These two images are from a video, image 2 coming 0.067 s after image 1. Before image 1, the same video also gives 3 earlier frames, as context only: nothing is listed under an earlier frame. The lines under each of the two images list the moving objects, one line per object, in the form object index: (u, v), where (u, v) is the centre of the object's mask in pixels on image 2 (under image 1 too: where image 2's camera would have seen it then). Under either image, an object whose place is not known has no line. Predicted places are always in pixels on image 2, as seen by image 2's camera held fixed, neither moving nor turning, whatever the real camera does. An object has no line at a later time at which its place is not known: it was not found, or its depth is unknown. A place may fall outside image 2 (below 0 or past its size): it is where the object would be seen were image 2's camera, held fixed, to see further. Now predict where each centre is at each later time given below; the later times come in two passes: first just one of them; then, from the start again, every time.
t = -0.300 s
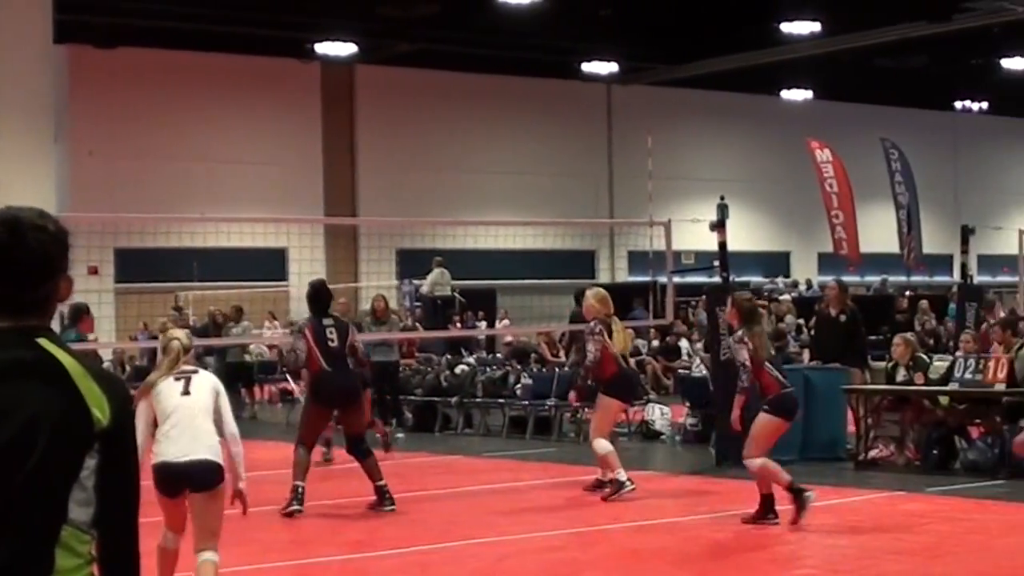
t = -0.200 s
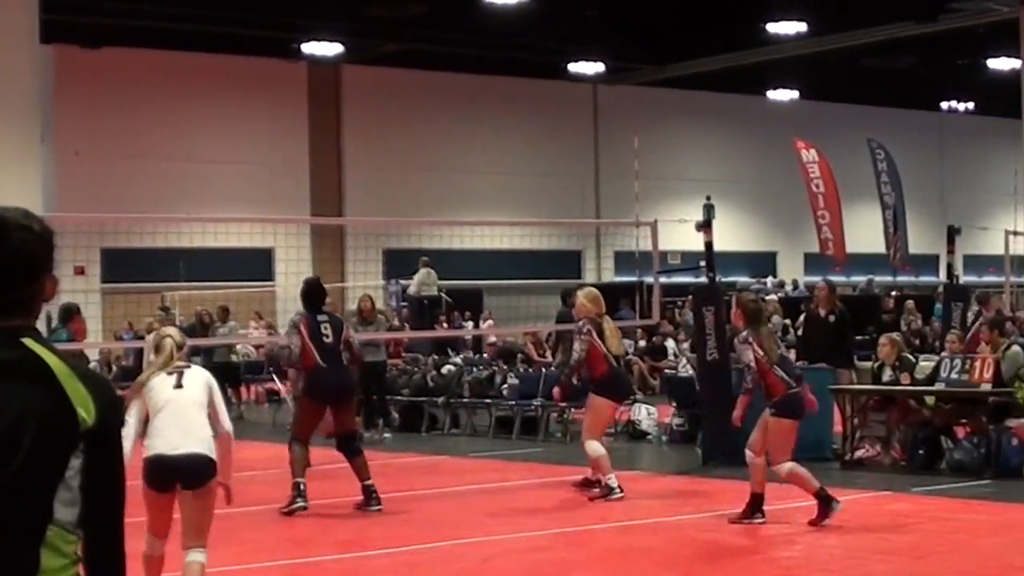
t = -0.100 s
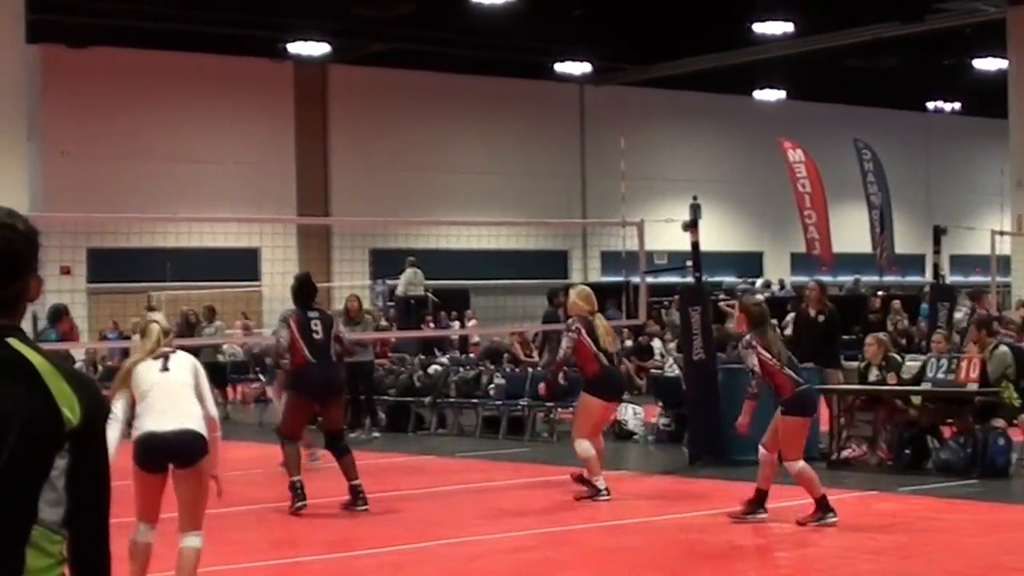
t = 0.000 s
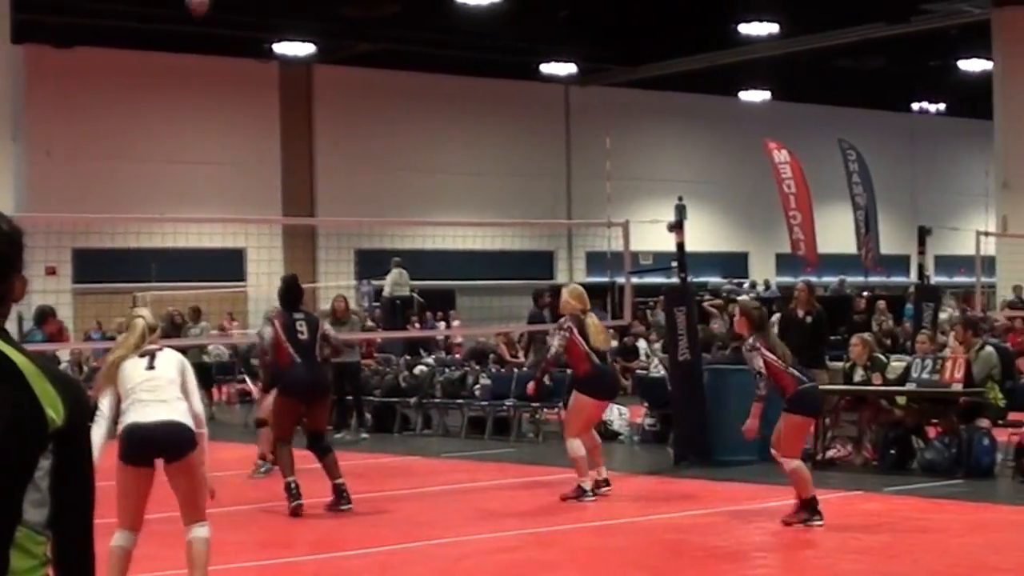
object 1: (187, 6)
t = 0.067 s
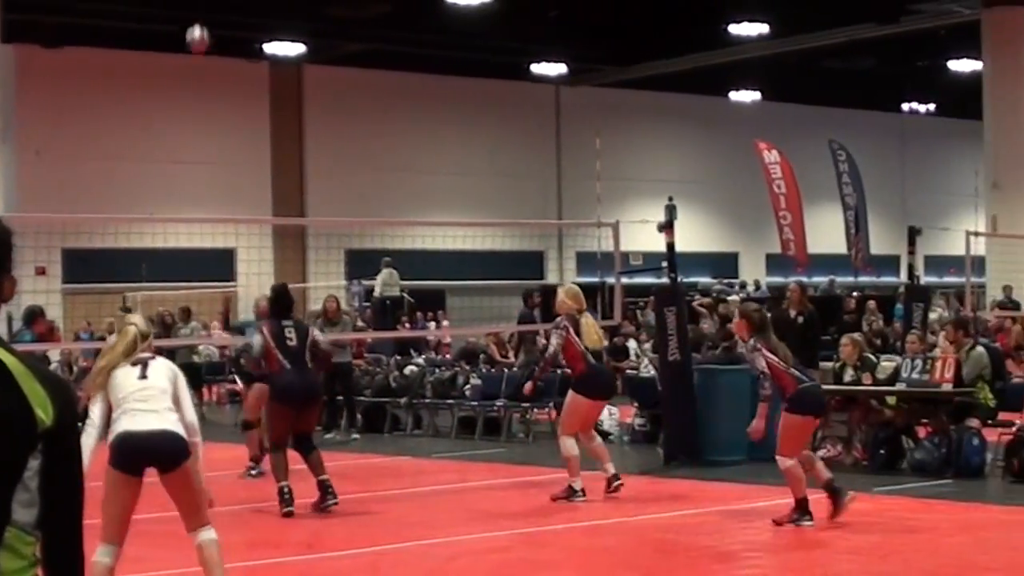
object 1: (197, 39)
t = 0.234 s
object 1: (221, 153)
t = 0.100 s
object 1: (201, 55)
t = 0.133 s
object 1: (205, 78)
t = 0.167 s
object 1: (211, 101)
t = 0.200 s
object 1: (217, 129)
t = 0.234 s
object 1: (221, 153)
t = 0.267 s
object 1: (227, 181)
